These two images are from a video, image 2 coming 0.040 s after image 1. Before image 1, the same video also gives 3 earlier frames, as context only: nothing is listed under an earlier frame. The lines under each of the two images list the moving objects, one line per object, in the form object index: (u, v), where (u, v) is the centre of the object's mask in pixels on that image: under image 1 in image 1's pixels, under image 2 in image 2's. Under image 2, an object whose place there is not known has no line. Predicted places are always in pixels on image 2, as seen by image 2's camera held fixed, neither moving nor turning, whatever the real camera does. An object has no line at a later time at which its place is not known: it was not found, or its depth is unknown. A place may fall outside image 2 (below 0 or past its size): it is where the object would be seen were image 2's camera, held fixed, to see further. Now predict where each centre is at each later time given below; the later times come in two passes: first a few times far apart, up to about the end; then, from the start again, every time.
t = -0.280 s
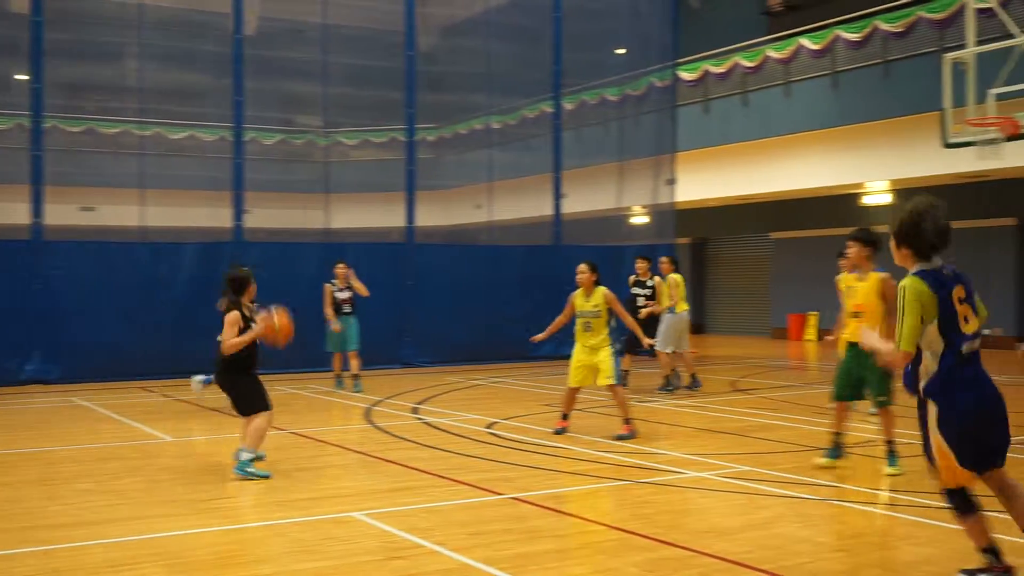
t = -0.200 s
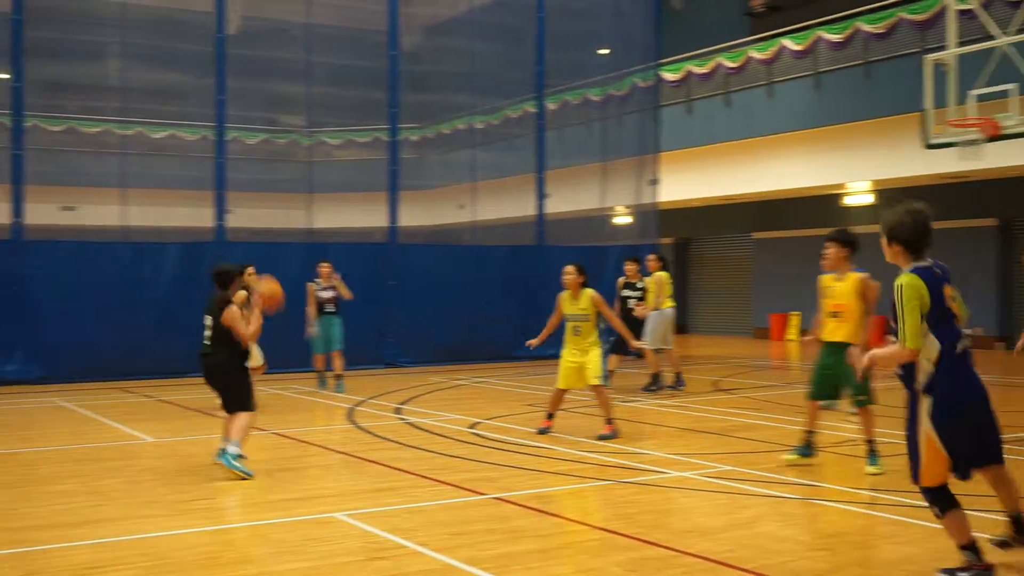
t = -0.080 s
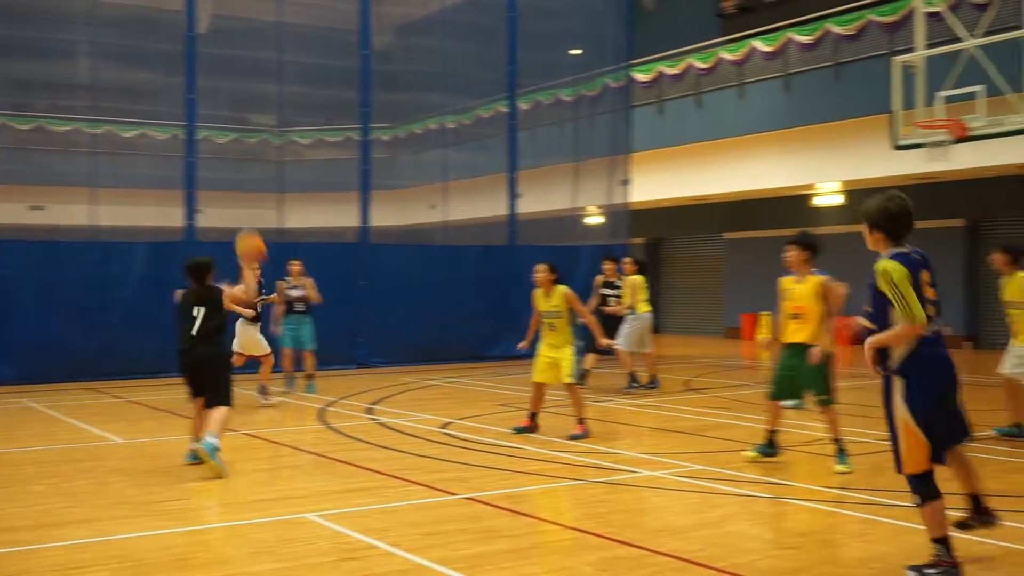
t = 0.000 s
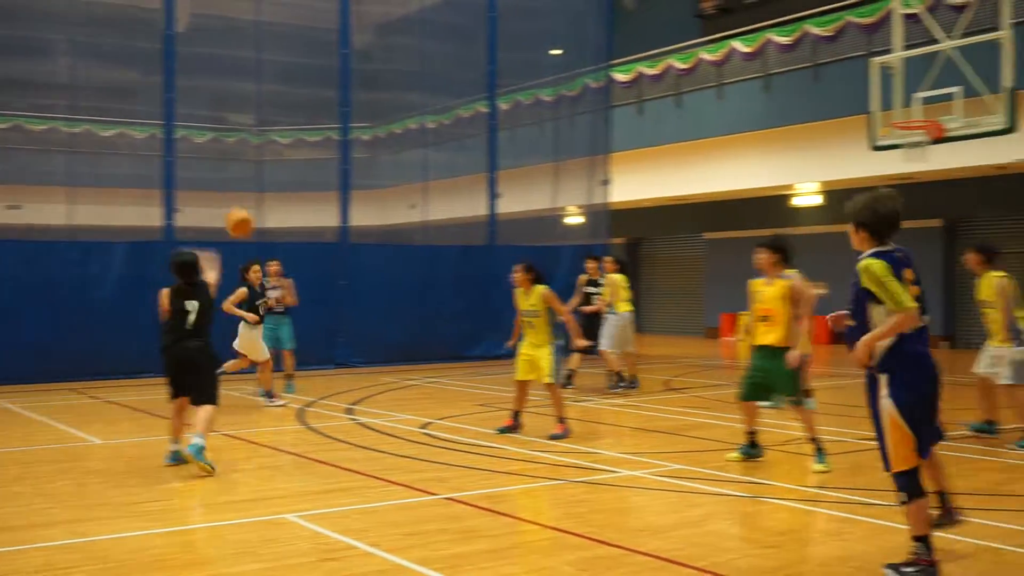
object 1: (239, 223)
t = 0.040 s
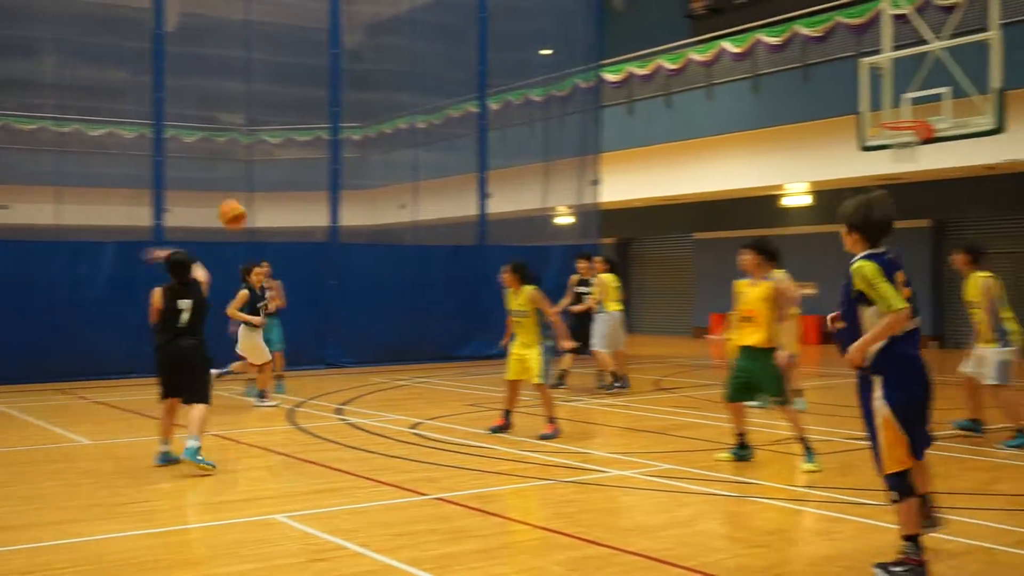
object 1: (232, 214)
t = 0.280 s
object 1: (254, 204)
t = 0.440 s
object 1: (266, 226)
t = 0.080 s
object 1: (236, 207)
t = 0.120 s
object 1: (240, 203)
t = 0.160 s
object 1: (244, 201)
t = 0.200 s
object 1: (247, 201)
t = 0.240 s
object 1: (251, 201)
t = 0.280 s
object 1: (254, 204)
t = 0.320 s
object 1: (257, 208)
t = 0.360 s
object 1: (260, 213)
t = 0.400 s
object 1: (264, 219)
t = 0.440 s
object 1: (266, 226)
